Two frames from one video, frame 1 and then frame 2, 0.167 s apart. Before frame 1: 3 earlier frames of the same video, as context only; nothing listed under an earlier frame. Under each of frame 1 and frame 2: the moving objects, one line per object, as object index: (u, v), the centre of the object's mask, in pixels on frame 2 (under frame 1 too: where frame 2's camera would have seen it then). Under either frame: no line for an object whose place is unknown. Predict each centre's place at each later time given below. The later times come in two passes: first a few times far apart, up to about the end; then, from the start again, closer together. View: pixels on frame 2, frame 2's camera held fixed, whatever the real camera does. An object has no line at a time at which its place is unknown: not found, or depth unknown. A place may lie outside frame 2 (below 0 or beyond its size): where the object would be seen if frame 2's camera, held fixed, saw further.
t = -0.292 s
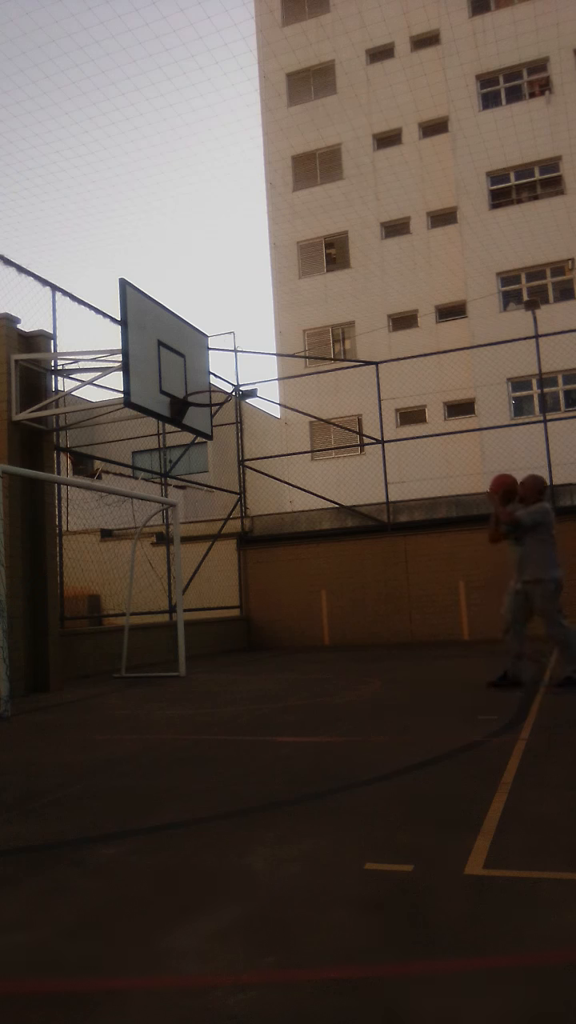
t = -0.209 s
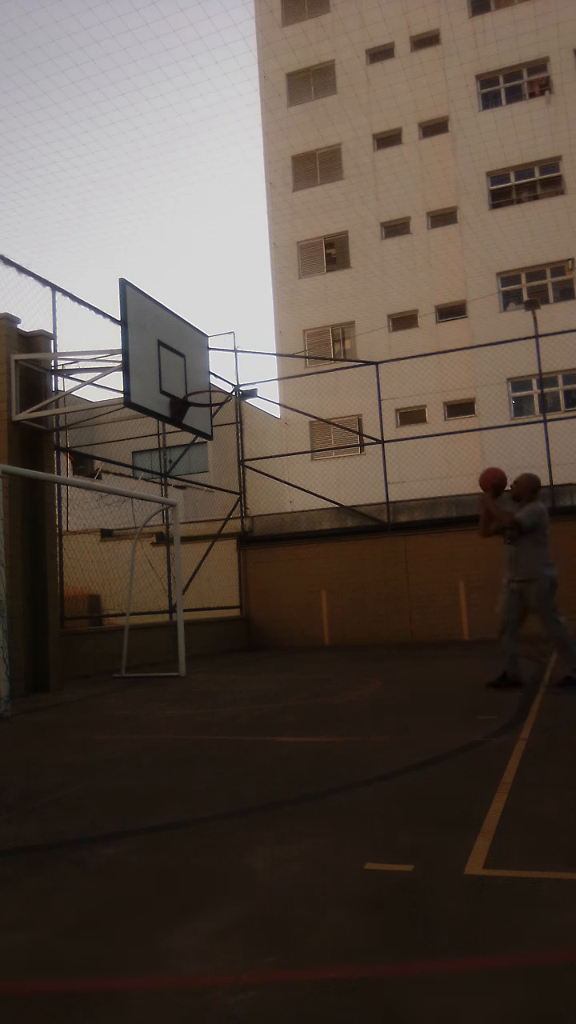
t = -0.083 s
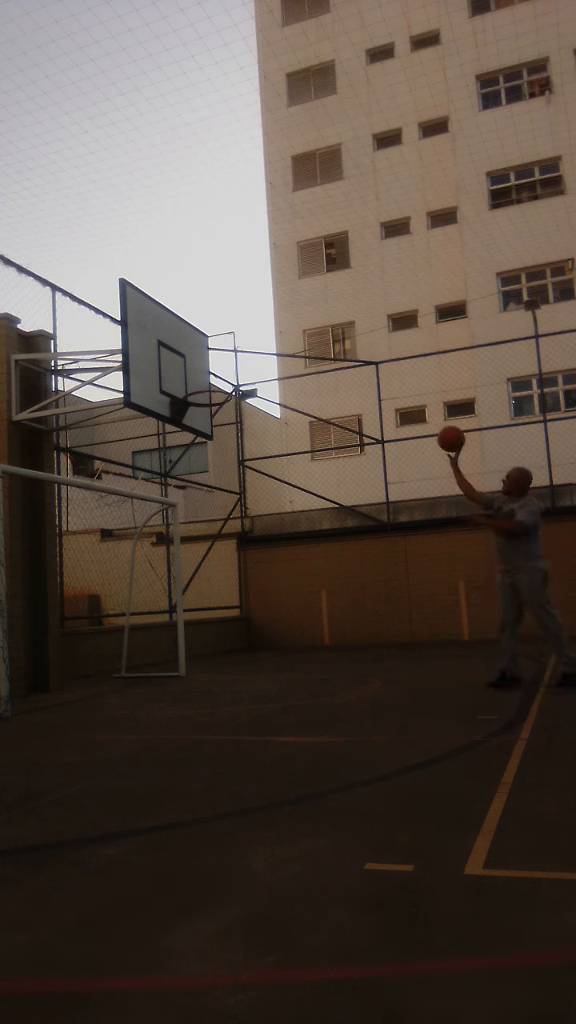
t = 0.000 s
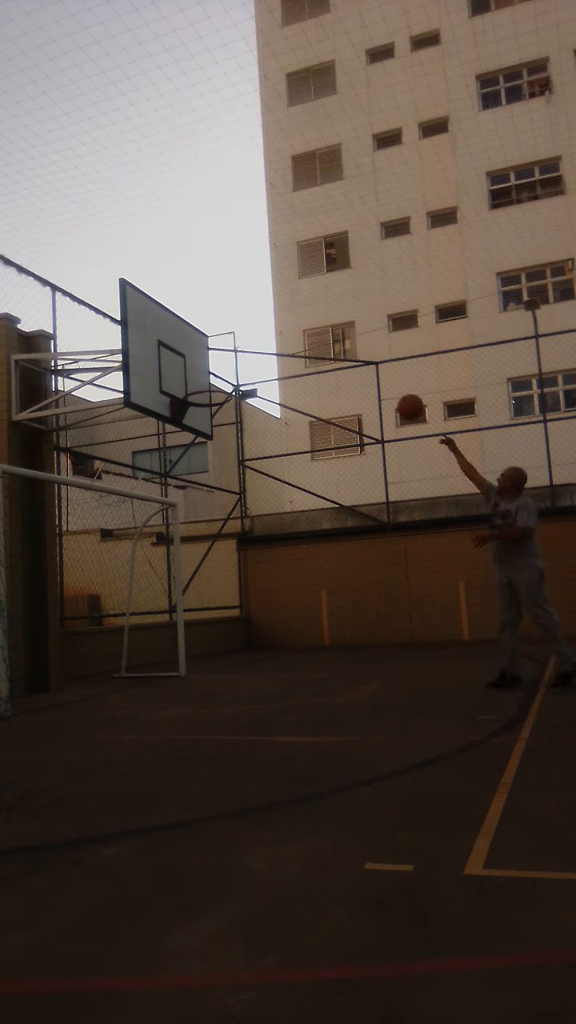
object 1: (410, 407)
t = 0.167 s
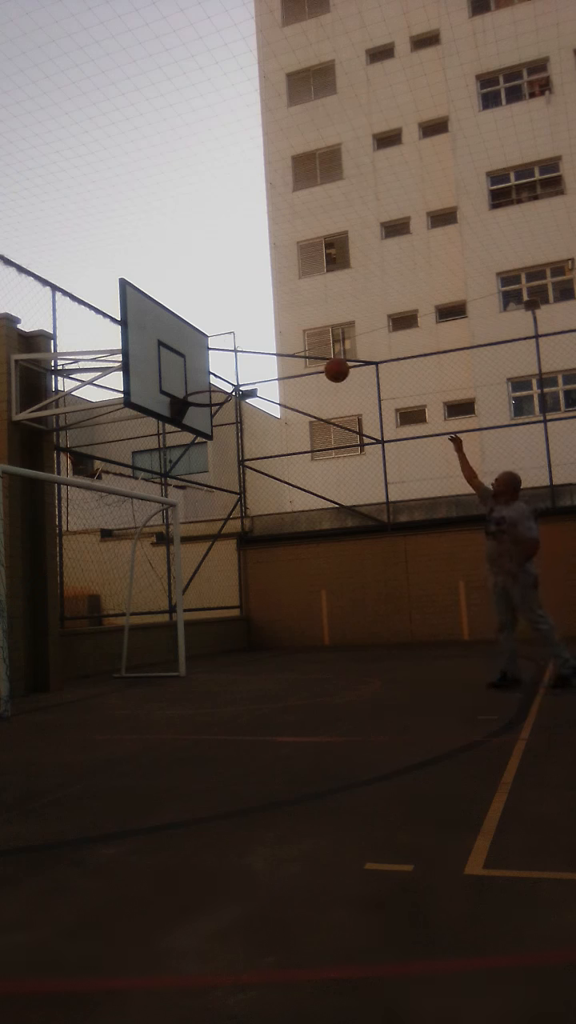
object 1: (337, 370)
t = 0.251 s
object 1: (303, 363)
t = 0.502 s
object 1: (213, 385)
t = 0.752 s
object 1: (224, 420)
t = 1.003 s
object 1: (258, 491)
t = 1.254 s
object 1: (293, 613)
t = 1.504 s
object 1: (321, 619)
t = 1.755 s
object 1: (346, 584)
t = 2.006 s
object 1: (373, 605)
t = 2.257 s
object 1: (399, 652)
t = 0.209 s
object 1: (319, 366)
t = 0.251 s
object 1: (303, 363)
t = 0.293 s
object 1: (287, 363)
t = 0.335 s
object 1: (272, 364)
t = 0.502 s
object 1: (213, 385)
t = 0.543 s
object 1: (200, 393)
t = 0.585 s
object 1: (197, 401)
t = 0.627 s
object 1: (206, 405)
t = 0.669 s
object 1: (212, 409)
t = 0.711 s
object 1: (219, 414)
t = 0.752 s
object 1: (224, 420)
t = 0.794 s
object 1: (230, 428)
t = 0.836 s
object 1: (235, 438)
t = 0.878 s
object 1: (241, 449)
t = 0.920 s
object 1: (247, 461)
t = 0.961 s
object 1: (252, 475)
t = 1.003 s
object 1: (258, 491)
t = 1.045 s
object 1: (264, 507)
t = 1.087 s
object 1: (270, 526)
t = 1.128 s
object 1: (275, 545)
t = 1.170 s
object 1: (281, 568)
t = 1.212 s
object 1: (287, 589)
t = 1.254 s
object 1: (293, 613)
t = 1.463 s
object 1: (318, 630)
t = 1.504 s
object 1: (321, 619)
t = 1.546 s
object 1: (325, 608)
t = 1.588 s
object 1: (329, 600)
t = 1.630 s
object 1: (334, 594)
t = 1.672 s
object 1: (338, 588)
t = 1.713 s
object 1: (342, 586)
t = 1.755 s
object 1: (346, 584)
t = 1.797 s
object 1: (350, 583)
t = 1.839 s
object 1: (355, 584)
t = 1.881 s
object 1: (359, 586)
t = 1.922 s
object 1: (364, 592)
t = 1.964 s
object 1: (369, 598)
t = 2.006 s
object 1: (373, 605)
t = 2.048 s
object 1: (378, 613)
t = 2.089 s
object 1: (383, 624)
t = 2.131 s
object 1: (388, 635)
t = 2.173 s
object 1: (391, 649)
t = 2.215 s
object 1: (396, 658)
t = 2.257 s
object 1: (399, 652)
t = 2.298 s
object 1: (403, 649)
